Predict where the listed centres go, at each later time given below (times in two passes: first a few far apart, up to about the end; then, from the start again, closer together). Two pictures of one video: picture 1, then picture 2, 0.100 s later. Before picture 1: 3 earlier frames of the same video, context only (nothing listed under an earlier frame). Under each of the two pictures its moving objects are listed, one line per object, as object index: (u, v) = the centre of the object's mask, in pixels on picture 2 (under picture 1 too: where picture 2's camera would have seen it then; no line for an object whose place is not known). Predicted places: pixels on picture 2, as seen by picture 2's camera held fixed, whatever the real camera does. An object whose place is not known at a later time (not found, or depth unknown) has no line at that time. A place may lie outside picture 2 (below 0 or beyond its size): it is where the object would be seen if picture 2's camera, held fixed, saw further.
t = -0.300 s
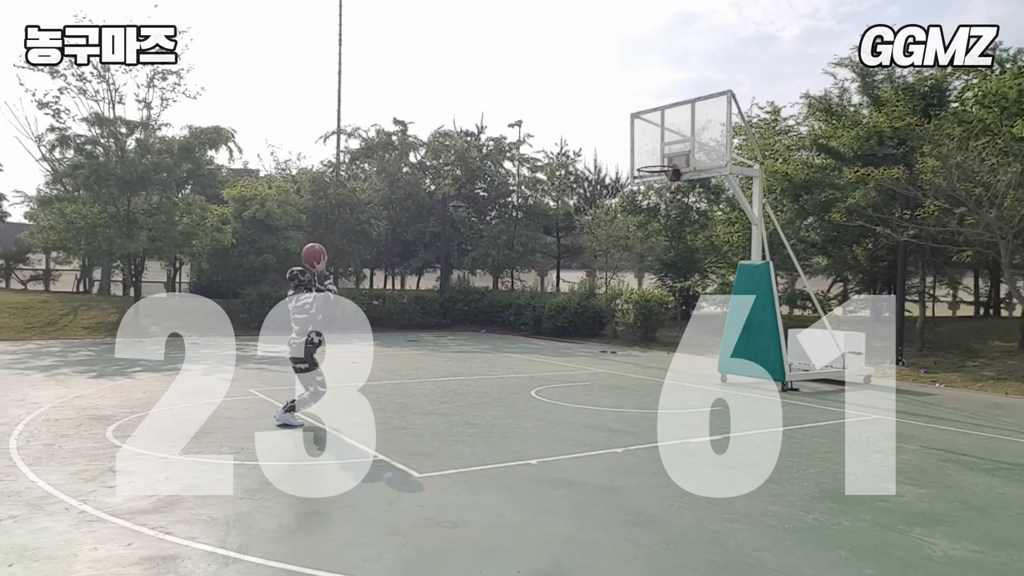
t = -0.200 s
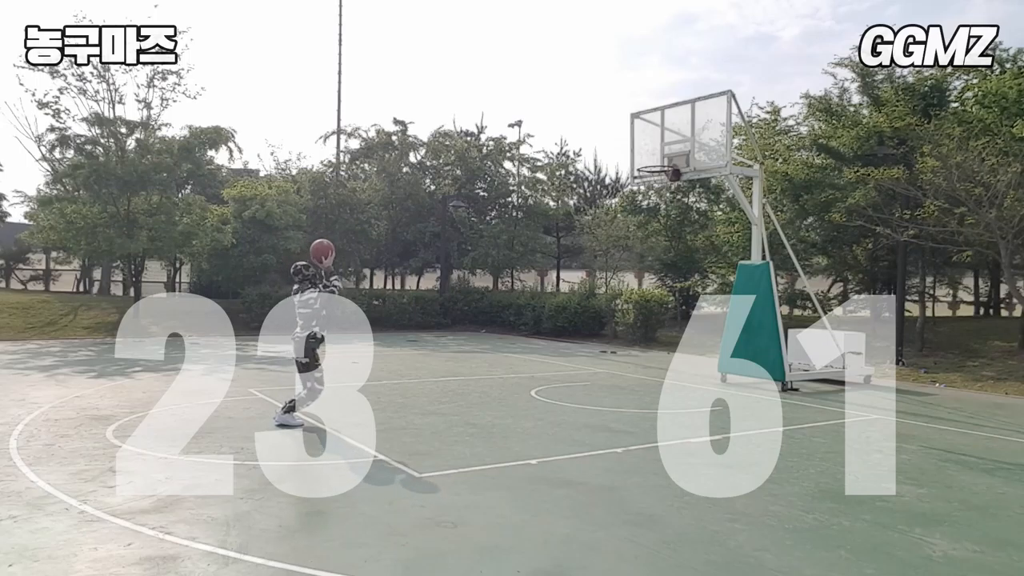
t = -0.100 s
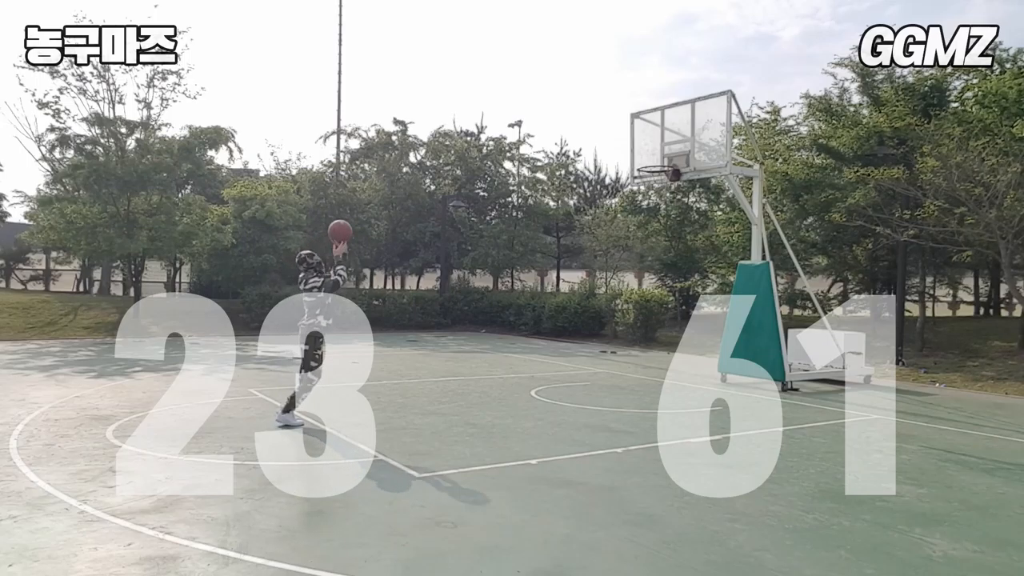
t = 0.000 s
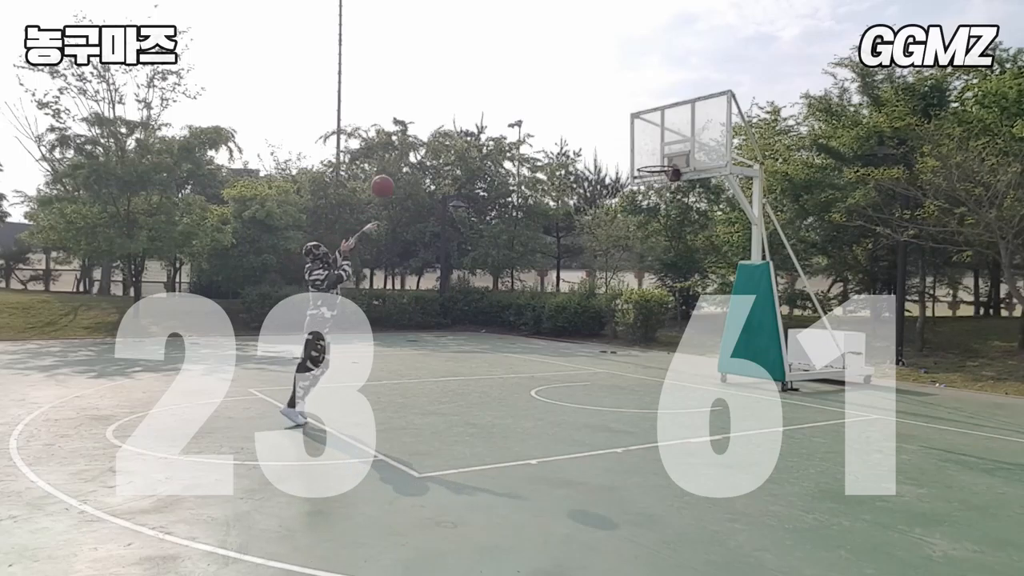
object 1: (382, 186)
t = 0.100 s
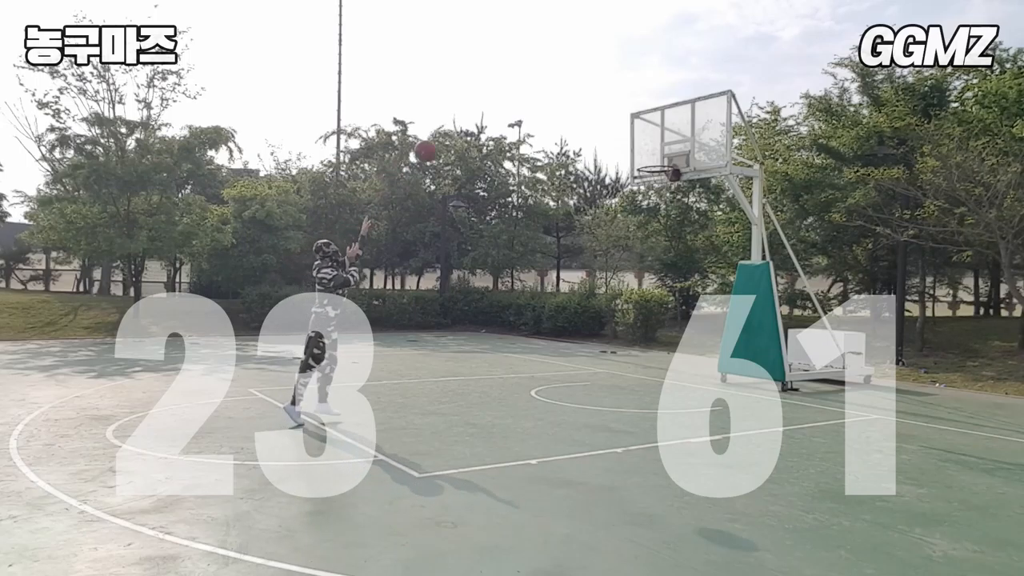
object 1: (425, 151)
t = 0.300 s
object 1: (503, 112)
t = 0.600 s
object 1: (602, 118)
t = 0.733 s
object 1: (640, 143)
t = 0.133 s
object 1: (439, 141)
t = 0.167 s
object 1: (452, 133)
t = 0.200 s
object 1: (465, 126)
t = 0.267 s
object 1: (491, 115)
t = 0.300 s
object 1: (503, 112)
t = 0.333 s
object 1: (515, 109)
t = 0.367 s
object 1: (526, 107)
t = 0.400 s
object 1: (538, 106)
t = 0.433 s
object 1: (549, 106)
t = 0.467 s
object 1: (560, 107)
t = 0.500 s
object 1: (571, 108)
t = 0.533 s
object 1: (582, 111)
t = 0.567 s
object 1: (592, 114)
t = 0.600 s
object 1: (602, 118)
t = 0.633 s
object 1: (612, 123)
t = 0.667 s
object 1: (621, 129)
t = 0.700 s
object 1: (630, 136)
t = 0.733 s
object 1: (640, 143)
